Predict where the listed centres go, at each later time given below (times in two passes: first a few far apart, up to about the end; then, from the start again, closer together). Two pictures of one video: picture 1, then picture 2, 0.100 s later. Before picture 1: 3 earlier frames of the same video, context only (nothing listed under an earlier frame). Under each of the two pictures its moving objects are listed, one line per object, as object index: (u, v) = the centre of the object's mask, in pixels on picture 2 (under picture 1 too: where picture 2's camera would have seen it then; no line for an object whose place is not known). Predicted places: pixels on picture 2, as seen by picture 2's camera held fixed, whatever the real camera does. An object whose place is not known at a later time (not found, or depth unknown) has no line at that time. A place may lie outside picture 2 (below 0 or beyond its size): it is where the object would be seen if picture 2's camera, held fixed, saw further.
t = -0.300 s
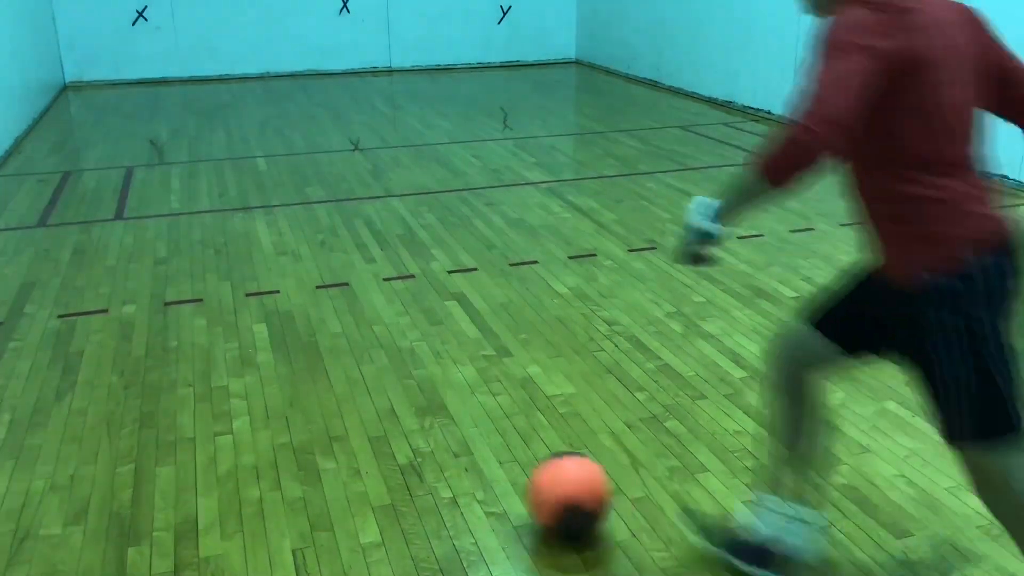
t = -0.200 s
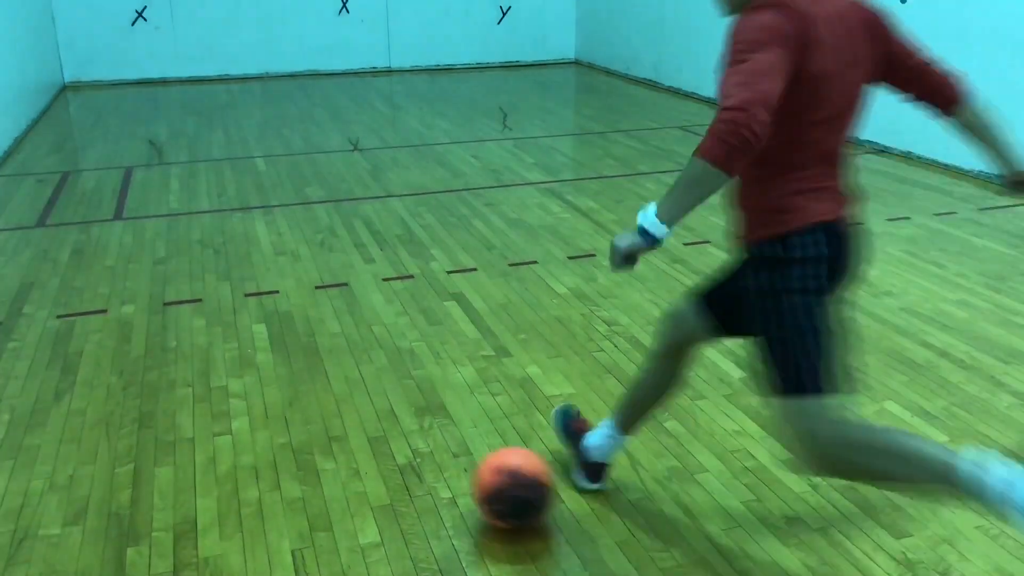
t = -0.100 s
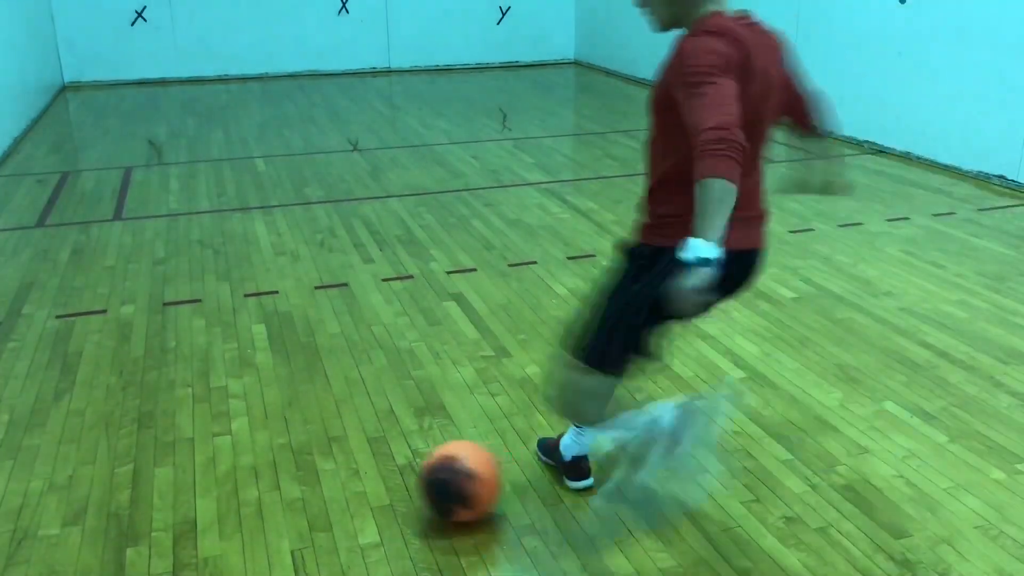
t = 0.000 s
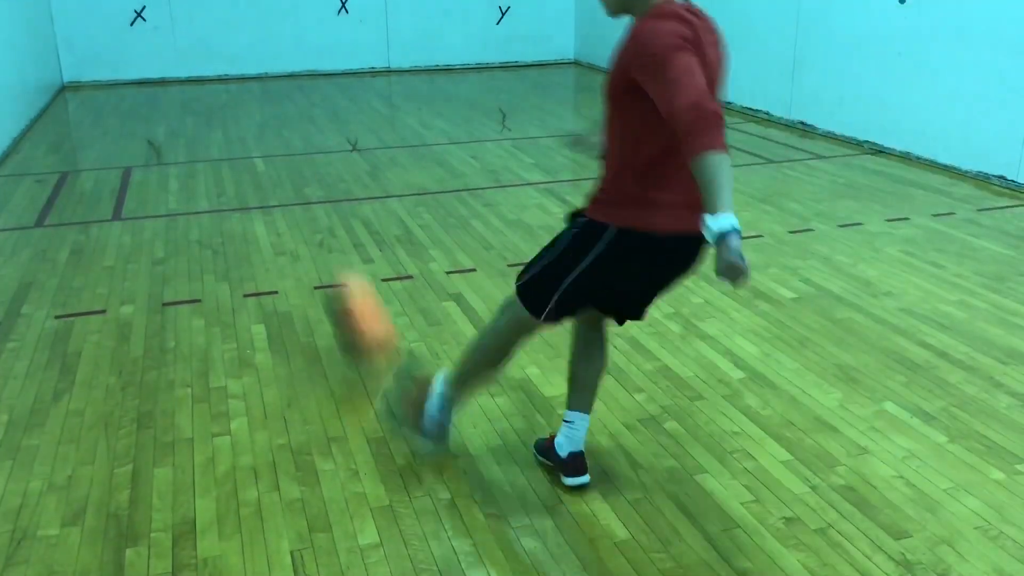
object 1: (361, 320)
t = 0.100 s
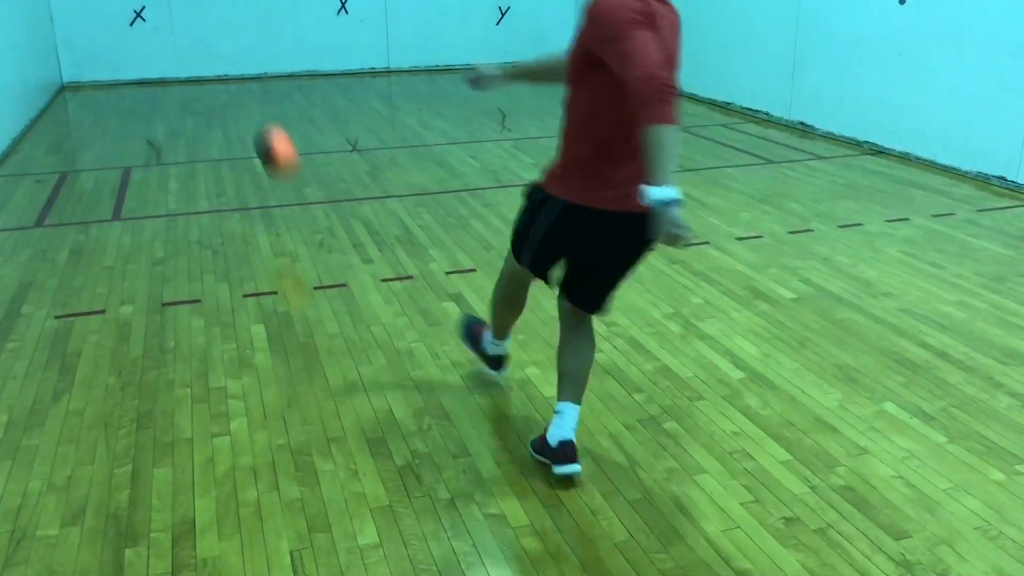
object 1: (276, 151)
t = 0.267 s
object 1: (222, 49)
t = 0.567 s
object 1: (191, 66)
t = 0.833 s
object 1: (153, 105)
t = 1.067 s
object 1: (86, 167)
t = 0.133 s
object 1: (261, 121)
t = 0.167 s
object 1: (247, 97)
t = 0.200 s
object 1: (237, 77)
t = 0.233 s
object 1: (228, 61)
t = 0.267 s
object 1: (222, 49)
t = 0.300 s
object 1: (215, 38)
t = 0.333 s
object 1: (210, 30)
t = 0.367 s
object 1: (205, 23)
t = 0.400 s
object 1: (200, 19)
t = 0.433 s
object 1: (198, 23)
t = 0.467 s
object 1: (197, 30)
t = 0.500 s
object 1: (195, 40)
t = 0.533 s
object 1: (194, 52)
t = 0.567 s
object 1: (191, 66)
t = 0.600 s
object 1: (190, 84)
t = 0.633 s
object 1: (186, 103)
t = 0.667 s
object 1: (184, 122)
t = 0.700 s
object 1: (178, 117)
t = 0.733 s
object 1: (173, 111)
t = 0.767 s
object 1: (166, 107)
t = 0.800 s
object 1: (160, 105)
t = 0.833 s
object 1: (153, 105)
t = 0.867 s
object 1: (145, 104)
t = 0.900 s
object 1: (137, 107)
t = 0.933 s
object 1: (129, 113)
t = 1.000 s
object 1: (110, 132)
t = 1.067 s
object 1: (86, 167)
